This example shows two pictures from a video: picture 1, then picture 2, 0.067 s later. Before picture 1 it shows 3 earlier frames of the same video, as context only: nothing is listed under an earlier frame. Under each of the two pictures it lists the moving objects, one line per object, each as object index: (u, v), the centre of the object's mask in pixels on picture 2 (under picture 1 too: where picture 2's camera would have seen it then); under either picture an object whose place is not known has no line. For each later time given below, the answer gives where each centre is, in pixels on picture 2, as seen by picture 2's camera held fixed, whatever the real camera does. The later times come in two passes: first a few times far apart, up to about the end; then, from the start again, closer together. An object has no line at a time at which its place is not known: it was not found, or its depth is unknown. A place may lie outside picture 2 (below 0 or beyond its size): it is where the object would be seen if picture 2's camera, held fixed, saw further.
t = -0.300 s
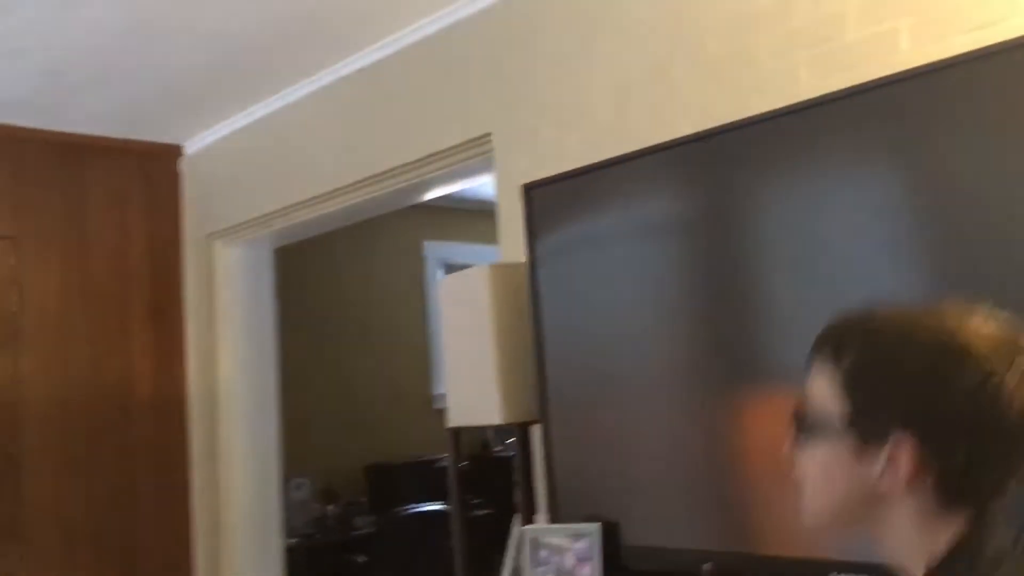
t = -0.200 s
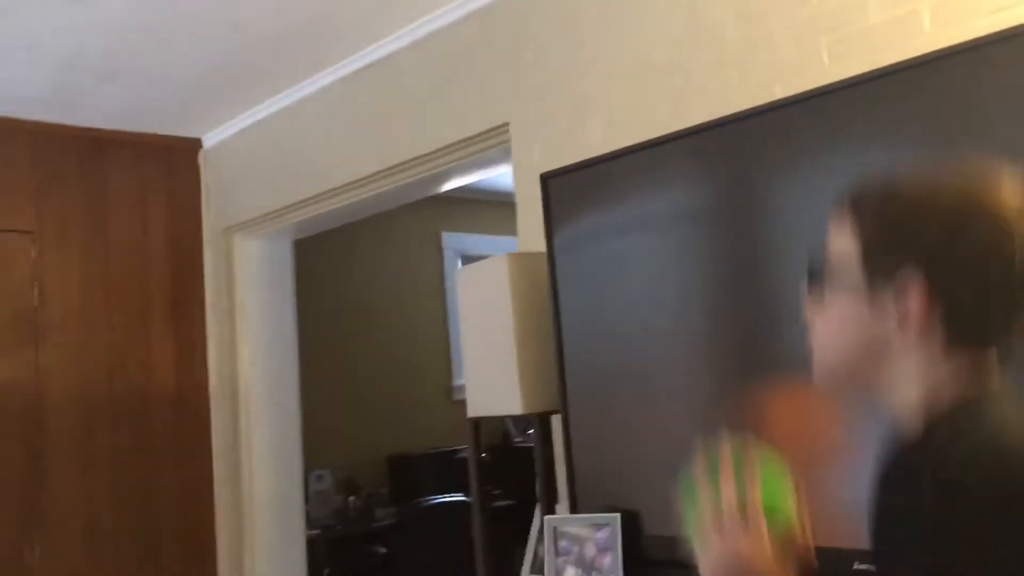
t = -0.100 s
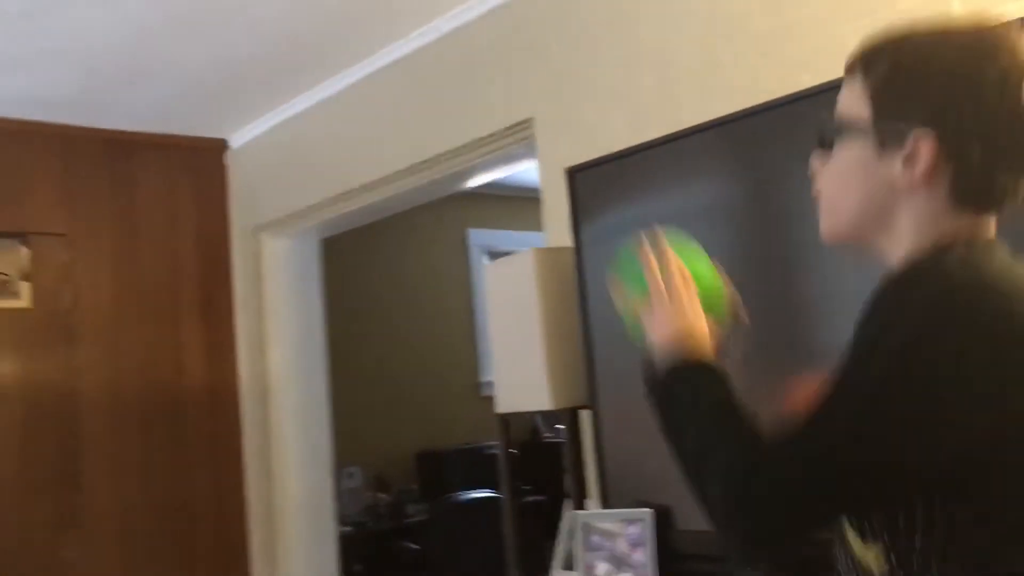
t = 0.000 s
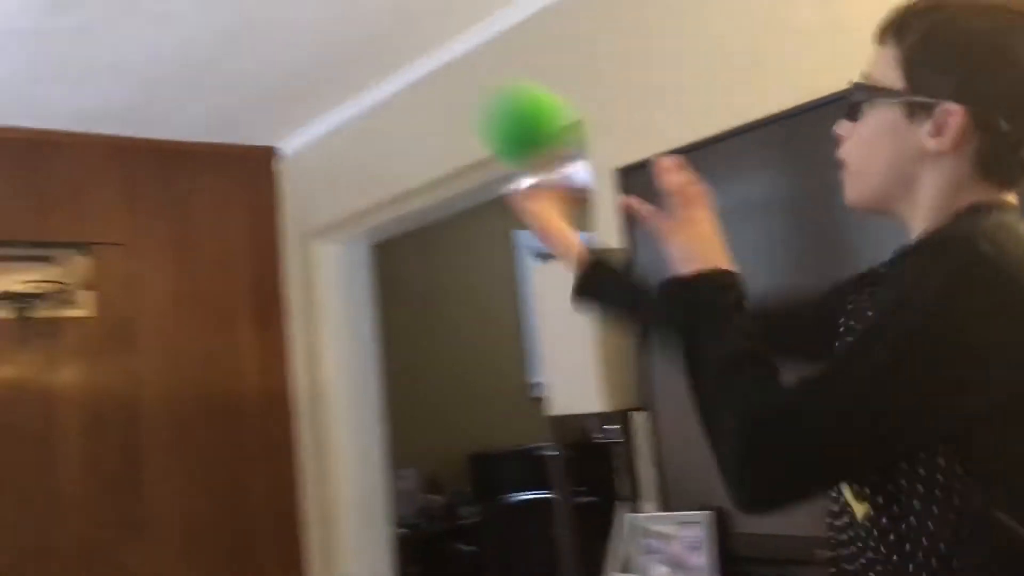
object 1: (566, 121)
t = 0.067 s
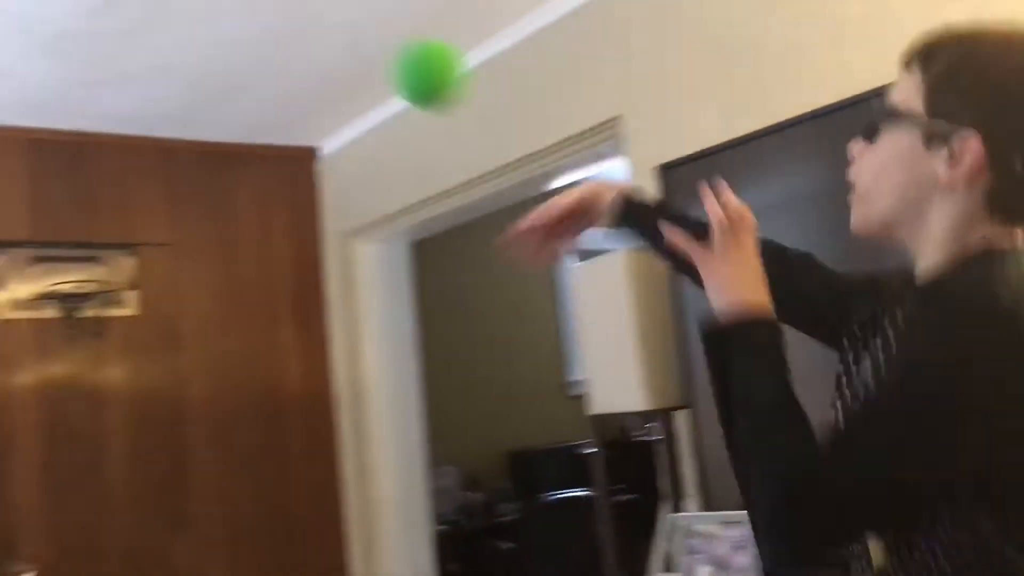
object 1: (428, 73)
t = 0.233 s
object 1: (228, 74)
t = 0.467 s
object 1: (91, 212)
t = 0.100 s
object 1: (376, 63)
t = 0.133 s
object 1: (331, 59)
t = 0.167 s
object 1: (289, 60)
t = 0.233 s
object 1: (228, 74)
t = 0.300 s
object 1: (179, 102)
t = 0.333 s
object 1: (158, 121)
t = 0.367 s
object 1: (138, 142)
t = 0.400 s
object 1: (120, 163)
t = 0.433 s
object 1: (104, 187)
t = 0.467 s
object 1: (91, 212)
